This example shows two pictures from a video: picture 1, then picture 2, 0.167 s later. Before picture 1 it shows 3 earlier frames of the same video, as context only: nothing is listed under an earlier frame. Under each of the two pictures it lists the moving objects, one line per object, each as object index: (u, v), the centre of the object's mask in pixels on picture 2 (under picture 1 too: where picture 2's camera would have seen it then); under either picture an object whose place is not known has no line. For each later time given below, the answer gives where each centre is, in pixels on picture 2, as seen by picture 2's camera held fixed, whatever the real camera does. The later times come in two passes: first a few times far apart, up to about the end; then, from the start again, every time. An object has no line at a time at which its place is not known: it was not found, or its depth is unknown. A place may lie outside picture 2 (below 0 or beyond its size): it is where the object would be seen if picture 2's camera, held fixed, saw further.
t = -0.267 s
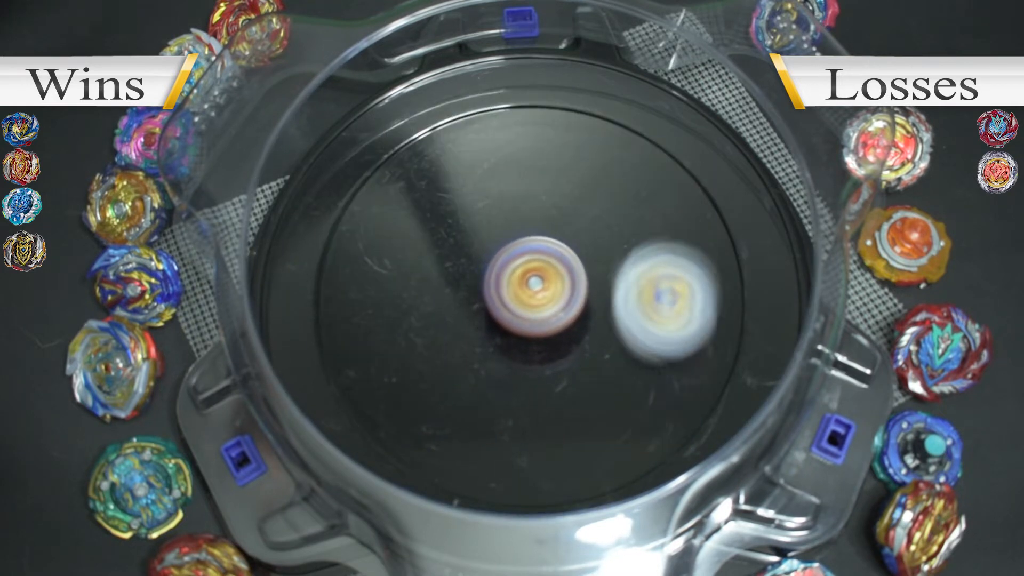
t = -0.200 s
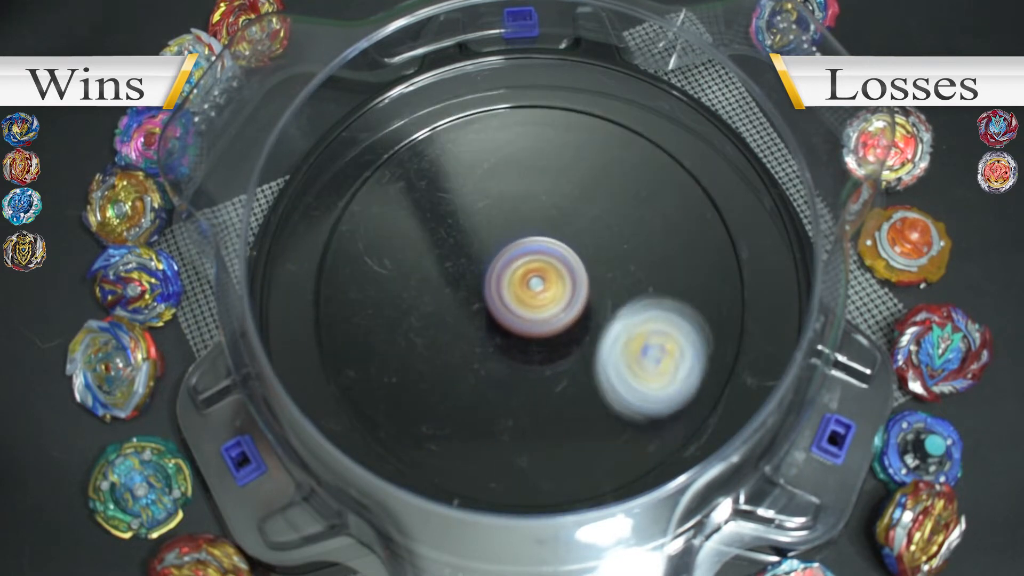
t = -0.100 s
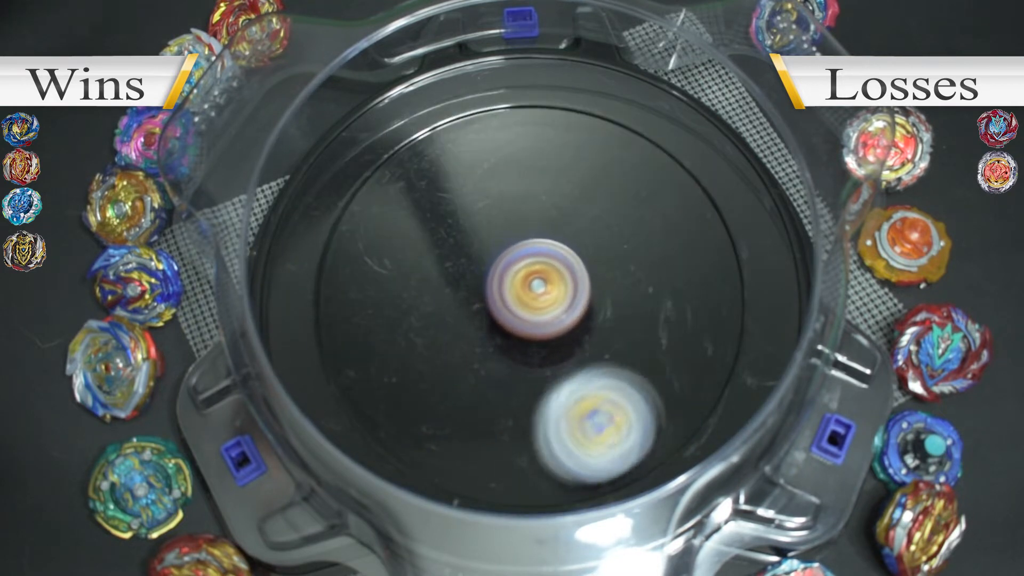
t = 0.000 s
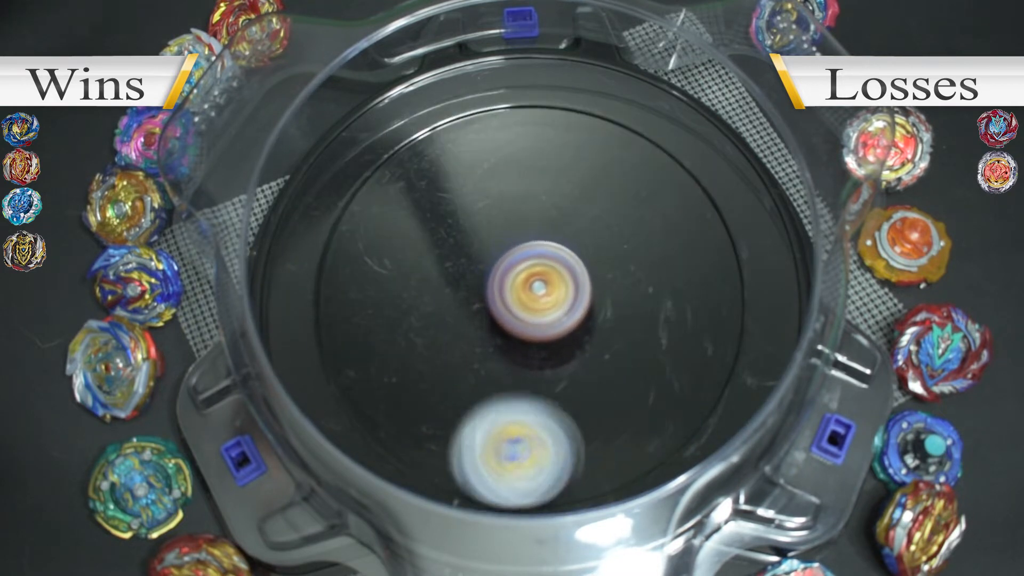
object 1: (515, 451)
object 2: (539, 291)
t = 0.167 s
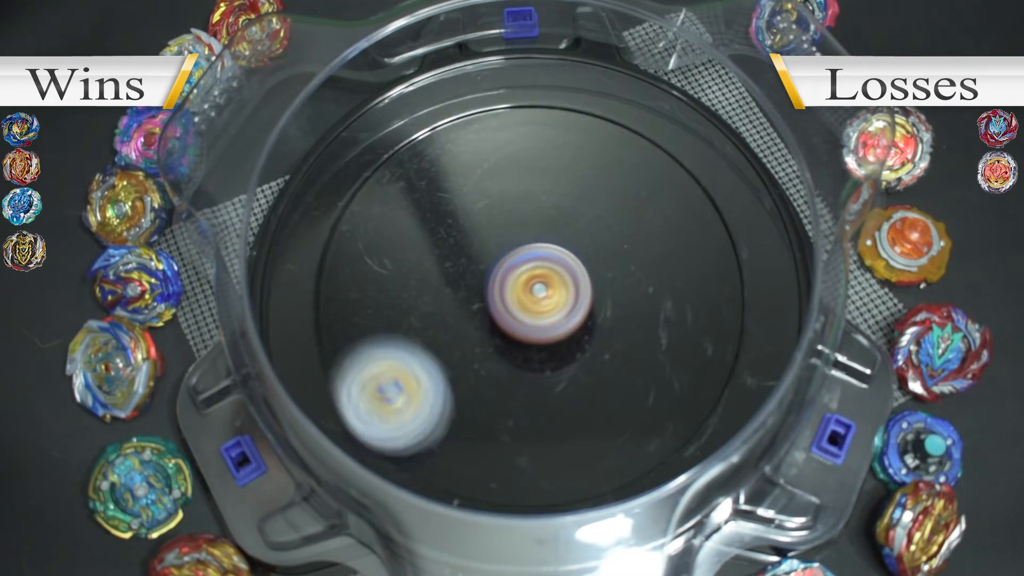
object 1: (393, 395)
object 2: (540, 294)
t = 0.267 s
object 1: (372, 319)
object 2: (540, 295)
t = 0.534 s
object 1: (521, 175)
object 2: (537, 298)
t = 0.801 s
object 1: (694, 249)
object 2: (533, 298)
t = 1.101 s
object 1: (569, 419)
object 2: (529, 297)
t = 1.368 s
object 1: (399, 299)
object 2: (528, 296)
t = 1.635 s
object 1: (471, 151)
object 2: (529, 293)
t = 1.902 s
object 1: (642, 231)
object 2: (534, 290)
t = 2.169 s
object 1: (582, 415)
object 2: (538, 291)
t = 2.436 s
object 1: (404, 385)
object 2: (538, 293)
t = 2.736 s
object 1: (475, 204)
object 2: (537, 297)
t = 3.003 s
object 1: (654, 216)
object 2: (534, 298)
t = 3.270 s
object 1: (649, 375)
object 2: (531, 297)
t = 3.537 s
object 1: (445, 369)
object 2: (535, 287)
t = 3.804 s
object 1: (375, 232)
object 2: (549, 271)
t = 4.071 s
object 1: (538, 182)
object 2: (545, 284)
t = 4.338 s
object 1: (689, 190)
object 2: (543, 391)
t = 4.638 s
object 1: (649, 348)
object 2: (502, 370)
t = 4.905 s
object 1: (517, 313)
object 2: (407, 329)
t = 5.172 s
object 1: (586, 189)
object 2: (357, 297)
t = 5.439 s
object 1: (615, 278)
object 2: (472, 256)
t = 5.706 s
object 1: (496, 364)
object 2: (553, 192)
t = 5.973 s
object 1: (450, 268)
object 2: (571, 211)
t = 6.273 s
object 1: (552, 309)
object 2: (660, 267)
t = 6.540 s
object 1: (492, 343)
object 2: (646, 315)
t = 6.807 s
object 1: (503, 251)
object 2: (573, 376)
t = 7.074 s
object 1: (584, 236)
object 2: (488, 379)
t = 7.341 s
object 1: (598, 306)
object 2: (358, 313)
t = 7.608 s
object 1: (681, 310)
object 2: (402, 307)
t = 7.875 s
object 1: (688, 291)
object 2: (562, 285)
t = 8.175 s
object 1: (656, 257)
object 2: (541, 268)
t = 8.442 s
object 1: (602, 302)
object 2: (446, 260)
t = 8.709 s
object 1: (528, 361)
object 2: (465, 268)
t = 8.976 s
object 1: (506, 394)
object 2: (506, 284)
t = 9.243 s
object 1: (516, 371)
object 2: (550, 277)
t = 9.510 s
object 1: (489, 341)
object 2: (572, 263)
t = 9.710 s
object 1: (471, 316)
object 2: (558, 273)
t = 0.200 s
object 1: (380, 371)
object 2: (540, 294)
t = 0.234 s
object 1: (374, 345)
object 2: (540, 295)
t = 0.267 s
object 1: (372, 319)
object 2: (540, 295)
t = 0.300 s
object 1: (377, 292)
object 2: (539, 296)
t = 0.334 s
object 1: (387, 266)
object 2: (539, 296)
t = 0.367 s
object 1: (402, 242)
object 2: (539, 296)
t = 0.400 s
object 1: (421, 222)
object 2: (539, 297)
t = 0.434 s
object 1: (444, 205)
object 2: (538, 297)
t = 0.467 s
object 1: (469, 191)
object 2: (538, 298)
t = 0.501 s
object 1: (493, 181)
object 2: (537, 298)
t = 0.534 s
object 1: (521, 175)
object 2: (537, 298)
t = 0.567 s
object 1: (548, 171)
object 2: (536, 298)
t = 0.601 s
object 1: (575, 173)
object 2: (536, 298)
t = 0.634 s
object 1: (600, 177)
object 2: (536, 298)
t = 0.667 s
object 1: (625, 185)
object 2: (535, 298)
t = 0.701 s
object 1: (646, 197)
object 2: (535, 298)
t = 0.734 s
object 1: (665, 211)
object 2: (535, 298)
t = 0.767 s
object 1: (681, 229)
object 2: (534, 298)
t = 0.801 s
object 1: (694, 249)
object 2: (533, 298)
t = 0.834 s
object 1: (702, 271)
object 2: (533, 298)
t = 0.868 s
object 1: (706, 295)
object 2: (532, 298)
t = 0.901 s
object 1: (703, 321)
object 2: (532, 297)
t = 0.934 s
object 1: (694, 346)
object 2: (531, 298)
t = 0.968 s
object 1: (678, 370)
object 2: (531, 297)
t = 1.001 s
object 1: (657, 391)
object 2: (531, 297)
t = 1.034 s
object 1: (630, 406)
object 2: (530, 297)
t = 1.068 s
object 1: (600, 416)
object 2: (530, 297)
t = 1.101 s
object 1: (569, 419)
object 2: (529, 297)
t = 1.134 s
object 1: (538, 417)
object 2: (529, 297)
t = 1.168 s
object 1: (509, 411)
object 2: (529, 296)
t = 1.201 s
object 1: (481, 399)
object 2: (529, 296)
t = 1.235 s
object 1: (457, 384)
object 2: (529, 296)
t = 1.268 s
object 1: (437, 365)
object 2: (529, 296)
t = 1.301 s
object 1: (421, 345)
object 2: (528, 296)
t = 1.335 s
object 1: (408, 323)
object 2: (528, 296)
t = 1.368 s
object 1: (399, 299)
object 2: (528, 296)
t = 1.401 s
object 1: (395, 275)
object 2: (528, 295)
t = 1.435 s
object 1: (396, 252)
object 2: (528, 295)
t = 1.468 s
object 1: (399, 231)
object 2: (528, 295)
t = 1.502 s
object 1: (407, 210)
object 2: (528, 294)
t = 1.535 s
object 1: (418, 192)
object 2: (528, 294)
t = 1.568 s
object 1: (432, 176)
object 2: (528, 294)
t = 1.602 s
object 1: (449, 162)
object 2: (529, 293)
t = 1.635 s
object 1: (471, 151)
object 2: (529, 293)
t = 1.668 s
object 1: (497, 144)
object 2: (529, 293)
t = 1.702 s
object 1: (522, 143)
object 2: (530, 292)
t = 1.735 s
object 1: (546, 147)
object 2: (530, 292)
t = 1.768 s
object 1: (571, 155)
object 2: (531, 291)
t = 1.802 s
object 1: (594, 167)
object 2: (531, 291)
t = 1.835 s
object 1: (615, 185)
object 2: (532, 291)
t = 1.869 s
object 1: (630, 207)
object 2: (533, 290)
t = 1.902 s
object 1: (642, 231)
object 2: (534, 290)
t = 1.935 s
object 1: (650, 255)
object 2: (534, 290)
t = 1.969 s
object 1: (653, 283)
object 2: (535, 290)
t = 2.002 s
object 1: (651, 309)
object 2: (536, 290)
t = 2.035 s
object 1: (644, 334)
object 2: (536, 290)
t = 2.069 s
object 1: (634, 357)
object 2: (537, 290)
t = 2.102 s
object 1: (621, 380)
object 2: (537, 290)
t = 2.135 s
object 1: (603, 399)
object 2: (538, 291)
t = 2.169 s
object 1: (582, 415)
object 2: (538, 291)
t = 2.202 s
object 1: (560, 425)
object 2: (538, 291)
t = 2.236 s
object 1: (536, 433)
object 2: (539, 292)
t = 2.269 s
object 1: (510, 437)
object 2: (538, 292)
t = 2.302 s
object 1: (484, 435)
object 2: (538, 293)
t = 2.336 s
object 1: (461, 429)
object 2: (538, 293)
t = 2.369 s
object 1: (438, 419)
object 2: (538, 293)
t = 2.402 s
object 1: (418, 403)
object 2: (538, 293)
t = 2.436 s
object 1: (404, 385)
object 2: (538, 293)
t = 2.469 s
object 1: (393, 363)
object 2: (538, 294)
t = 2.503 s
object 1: (388, 339)
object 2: (538, 294)
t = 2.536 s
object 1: (388, 316)
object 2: (538, 295)
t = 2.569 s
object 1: (393, 291)
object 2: (538, 295)
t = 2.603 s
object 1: (404, 268)
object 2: (538, 296)
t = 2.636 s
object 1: (416, 249)
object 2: (538, 296)
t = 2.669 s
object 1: (434, 231)
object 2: (537, 296)
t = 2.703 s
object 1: (455, 216)
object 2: (537, 297)
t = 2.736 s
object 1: (475, 204)
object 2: (537, 297)
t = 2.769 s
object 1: (500, 194)
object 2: (536, 297)
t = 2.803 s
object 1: (524, 189)
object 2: (536, 298)
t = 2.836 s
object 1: (546, 185)
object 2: (536, 298)
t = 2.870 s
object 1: (571, 185)
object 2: (535, 298)
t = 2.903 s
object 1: (594, 189)
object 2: (535, 298)
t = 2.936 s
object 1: (615, 194)
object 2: (535, 298)
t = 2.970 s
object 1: (636, 204)
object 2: (535, 298)
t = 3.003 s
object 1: (654, 216)
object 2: (534, 298)
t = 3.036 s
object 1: (669, 230)
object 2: (534, 298)
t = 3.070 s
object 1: (682, 248)
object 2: (534, 298)
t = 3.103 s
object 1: (689, 269)
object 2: (533, 298)
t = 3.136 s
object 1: (692, 290)
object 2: (533, 298)
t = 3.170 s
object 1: (690, 314)
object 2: (532, 298)
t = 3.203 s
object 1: (681, 336)
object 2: (532, 298)
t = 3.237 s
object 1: (668, 356)
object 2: (531, 297)
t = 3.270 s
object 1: (649, 375)
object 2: (531, 297)
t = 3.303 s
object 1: (624, 389)
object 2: (530, 297)
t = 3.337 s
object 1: (599, 397)
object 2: (530, 297)
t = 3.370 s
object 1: (572, 402)
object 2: (530, 296)
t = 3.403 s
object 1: (544, 402)
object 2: (529, 296)
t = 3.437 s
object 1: (518, 397)
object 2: (529, 295)
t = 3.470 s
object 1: (493, 389)
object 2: (529, 294)
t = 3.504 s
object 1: (470, 378)
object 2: (531, 293)
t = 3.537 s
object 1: (445, 369)
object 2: (535, 287)
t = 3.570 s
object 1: (424, 357)
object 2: (539, 281)
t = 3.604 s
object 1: (405, 343)
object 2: (544, 277)
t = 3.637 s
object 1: (391, 326)
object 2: (546, 274)
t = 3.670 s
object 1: (380, 309)
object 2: (548, 272)
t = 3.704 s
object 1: (373, 290)
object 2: (549, 271)
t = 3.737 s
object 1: (369, 272)
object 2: (549, 271)
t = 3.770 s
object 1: (369, 250)
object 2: (549, 271)
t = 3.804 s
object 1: (375, 232)
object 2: (549, 271)
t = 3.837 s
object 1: (384, 214)
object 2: (549, 272)
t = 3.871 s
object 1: (399, 200)
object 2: (548, 273)
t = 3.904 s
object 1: (416, 187)
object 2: (548, 274)
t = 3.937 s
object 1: (440, 179)
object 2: (547, 275)
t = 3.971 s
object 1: (461, 175)
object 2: (546, 277)
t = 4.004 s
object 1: (490, 175)
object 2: (546, 278)
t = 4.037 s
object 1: (513, 179)
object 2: (545, 279)
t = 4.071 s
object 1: (538, 182)
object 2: (545, 284)
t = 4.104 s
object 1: (559, 176)
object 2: (542, 304)
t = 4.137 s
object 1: (579, 164)
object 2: (541, 327)
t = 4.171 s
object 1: (596, 160)
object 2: (540, 346)
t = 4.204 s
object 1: (615, 159)
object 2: (539, 360)
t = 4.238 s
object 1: (635, 162)
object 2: (538, 372)
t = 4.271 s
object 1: (654, 166)
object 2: (539, 381)
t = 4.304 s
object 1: (673, 177)
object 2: (541, 387)
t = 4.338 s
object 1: (689, 190)
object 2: (543, 391)
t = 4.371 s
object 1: (701, 211)
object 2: (545, 393)
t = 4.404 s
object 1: (705, 231)
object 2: (547, 392)
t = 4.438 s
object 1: (705, 255)
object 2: (548, 390)
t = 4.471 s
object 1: (697, 276)
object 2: (548, 387)
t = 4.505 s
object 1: (686, 299)
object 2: (549, 384)
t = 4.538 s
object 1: (669, 318)
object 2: (549, 379)
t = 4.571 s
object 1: (655, 332)
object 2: (545, 374)
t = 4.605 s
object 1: (652, 339)
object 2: (527, 373)
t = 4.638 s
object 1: (649, 348)
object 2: (502, 370)
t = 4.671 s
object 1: (637, 356)
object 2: (486, 365)
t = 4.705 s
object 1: (621, 364)
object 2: (468, 358)
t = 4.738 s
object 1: (601, 366)
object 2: (455, 354)
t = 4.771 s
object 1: (581, 364)
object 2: (440, 348)
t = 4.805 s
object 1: (562, 355)
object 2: (429, 344)
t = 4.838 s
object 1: (543, 344)
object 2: (420, 339)
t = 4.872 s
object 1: (530, 329)
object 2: (412, 335)
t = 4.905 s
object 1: (517, 313)
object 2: (407, 329)
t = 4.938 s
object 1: (514, 295)
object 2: (396, 326)
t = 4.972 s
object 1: (520, 273)
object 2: (380, 322)
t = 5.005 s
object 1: (525, 256)
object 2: (368, 320)
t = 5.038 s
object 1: (535, 240)
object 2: (360, 316)
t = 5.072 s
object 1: (545, 223)
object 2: (355, 312)
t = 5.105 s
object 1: (557, 210)
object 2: (353, 307)
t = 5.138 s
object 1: (571, 198)
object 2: (353, 302)
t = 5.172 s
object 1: (586, 189)
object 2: (357, 297)
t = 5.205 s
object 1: (604, 186)
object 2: (364, 292)
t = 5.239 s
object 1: (621, 186)
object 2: (373, 286)
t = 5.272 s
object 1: (635, 194)
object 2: (387, 282)
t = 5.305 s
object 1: (645, 209)
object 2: (401, 277)
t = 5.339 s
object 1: (647, 226)
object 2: (419, 272)
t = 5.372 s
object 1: (642, 246)
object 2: (434, 267)
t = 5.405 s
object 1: (631, 262)
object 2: (455, 260)
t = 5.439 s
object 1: (615, 278)
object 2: (472, 256)
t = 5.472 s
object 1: (598, 290)
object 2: (492, 249)
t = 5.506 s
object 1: (583, 300)
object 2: (509, 240)
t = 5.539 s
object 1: (571, 315)
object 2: (518, 228)
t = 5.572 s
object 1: (562, 328)
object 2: (528, 219)
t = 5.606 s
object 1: (549, 341)
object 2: (534, 211)
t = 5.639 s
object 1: (533, 353)
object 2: (540, 203)
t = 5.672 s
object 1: (515, 360)
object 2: (547, 198)
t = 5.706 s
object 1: (496, 364)
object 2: (553, 192)
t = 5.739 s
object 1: (477, 363)
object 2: (558, 188)
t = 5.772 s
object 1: (459, 358)
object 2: (562, 186)
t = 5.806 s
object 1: (444, 346)
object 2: (566, 187)
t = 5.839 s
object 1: (433, 331)
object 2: (569, 189)
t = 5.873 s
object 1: (429, 316)
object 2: (570, 193)
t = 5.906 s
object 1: (432, 297)
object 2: (571, 198)
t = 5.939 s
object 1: (439, 280)
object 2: (571, 204)
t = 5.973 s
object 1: (450, 268)
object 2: (571, 211)
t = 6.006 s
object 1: (468, 258)
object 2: (572, 220)
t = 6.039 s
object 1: (480, 252)
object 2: (580, 226)
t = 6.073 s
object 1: (489, 252)
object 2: (597, 230)
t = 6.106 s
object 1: (503, 254)
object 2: (612, 237)
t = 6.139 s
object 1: (520, 260)
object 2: (624, 243)
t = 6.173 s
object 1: (533, 269)
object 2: (636, 249)
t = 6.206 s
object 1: (541, 280)
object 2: (646, 255)
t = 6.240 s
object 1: (549, 294)
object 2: (654, 261)
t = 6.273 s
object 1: (552, 309)
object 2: (660, 267)
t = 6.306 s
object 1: (552, 322)
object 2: (665, 273)
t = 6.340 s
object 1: (547, 336)
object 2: (669, 279)
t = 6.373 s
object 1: (540, 346)
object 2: (670, 286)
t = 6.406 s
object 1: (530, 353)
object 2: (668, 293)
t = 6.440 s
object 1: (518, 357)
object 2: (665, 298)
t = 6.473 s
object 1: (508, 356)
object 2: (660, 303)
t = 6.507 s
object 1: (499, 351)
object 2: (654, 309)
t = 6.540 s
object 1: (492, 343)
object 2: (646, 315)
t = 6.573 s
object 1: (489, 335)
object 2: (636, 321)
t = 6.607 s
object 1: (487, 326)
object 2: (626, 326)
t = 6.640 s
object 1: (488, 317)
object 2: (615, 331)
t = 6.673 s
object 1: (493, 306)
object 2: (604, 337)
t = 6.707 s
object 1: (499, 295)
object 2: (592, 345)
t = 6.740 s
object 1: (499, 280)
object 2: (586, 357)
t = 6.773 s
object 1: (499, 264)
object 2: (581, 368)
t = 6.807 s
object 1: (503, 251)
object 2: (573, 376)
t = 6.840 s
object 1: (508, 239)
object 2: (563, 381)
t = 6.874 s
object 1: (517, 229)
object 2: (553, 385)
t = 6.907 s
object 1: (528, 219)
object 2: (543, 388)
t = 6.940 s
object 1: (540, 215)
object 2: (532, 389)
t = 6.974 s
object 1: (554, 213)
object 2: (519, 388)
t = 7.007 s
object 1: (566, 216)
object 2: (508, 386)
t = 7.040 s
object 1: (577, 224)
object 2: (498, 383)
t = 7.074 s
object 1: (584, 236)
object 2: (488, 379)
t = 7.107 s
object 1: (589, 250)
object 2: (479, 373)
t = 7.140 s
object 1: (587, 265)
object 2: (471, 366)
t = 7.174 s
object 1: (583, 280)
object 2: (465, 359)
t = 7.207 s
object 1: (573, 293)
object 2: (458, 349)
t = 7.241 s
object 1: (562, 304)
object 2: (454, 340)
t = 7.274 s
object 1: (557, 309)
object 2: (440, 331)
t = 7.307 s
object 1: (579, 308)
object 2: (400, 323)
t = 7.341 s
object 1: (598, 306)
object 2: (358, 313)
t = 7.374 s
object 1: (614, 305)
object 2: (325, 304)
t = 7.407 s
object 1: (627, 305)
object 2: (305, 300)
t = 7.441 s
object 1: (639, 305)
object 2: (284, 297)
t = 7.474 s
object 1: (651, 304)
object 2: (292, 296)
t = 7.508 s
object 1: (662, 304)
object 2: (313, 299)
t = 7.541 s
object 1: (671, 304)
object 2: (338, 301)
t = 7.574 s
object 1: (679, 307)
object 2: (369, 304)
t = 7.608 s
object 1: (681, 310)
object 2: (402, 307)
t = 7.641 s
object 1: (679, 313)
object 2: (438, 308)
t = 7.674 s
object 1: (674, 314)
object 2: (475, 308)
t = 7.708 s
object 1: (667, 316)
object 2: (513, 307)
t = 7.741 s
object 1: (657, 314)
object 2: (547, 301)
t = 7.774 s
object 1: (667, 309)
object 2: (564, 295)
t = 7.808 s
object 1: (673, 301)
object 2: (567, 293)
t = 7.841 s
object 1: (682, 295)
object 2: (565, 287)
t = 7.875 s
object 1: (688, 291)
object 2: (562, 285)
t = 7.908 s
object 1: (691, 286)
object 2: (559, 282)
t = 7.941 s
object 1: (692, 279)
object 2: (556, 281)
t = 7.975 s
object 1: (691, 274)
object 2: (555, 280)
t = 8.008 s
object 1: (686, 267)
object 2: (554, 279)
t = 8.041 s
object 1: (680, 260)
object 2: (553, 277)
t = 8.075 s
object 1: (671, 258)
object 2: (552, 276)
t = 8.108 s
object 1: (661, 256)
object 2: (553, 274)
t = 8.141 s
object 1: (653, 256)
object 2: (552, 272)
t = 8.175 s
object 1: (656, 257)
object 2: (541, 268)
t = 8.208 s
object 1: (659, 259)
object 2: (521, 263)
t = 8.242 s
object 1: (660, 265)
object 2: (505, 260)
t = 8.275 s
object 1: (656, 270)
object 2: (485, 254)
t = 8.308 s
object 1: (645, 276)
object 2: (475, 255)
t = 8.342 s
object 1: (636, 283)
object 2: (463, 255)
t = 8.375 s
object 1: (624, 291)
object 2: (457, 255)
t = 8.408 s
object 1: (611, 295)
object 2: (451, 260)
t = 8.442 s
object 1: (602, 302)
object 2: (446, 260)
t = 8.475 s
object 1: (592, 309)
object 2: (448, 260)
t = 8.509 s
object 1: (579, 313)
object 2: (448, 262)
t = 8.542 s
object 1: (567, 321)
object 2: (453, 264)
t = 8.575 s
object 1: (556, 329)
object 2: (458, 271)
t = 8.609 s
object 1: (543, 333)
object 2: (460, 275)
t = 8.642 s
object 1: (534, 341)
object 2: (461, 277)
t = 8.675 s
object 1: (530, 353)
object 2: (463, 274)
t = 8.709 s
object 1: (528, 361)
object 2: (465, 268)
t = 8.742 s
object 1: (523, 370)
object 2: (468, 266)
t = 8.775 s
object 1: (517, 374)
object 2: (473, 263)
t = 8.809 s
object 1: (516, 382)
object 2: (484, 267)
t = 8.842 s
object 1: (512, 384)
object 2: (490, 271)
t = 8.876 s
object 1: (512, 387)
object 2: (494, 272)
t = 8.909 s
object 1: (506, 390)
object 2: (499, 276)
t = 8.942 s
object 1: (508, 394)
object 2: (502, 280)
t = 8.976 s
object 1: (506, 394)
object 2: (506, 284)
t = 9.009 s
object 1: (508, 391)
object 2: (512, 286)
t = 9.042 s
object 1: (506, 388)
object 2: (519, 289)
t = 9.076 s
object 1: (511, 387)
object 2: (524, 285)
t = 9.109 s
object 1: (513, 386)
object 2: (531, 280)
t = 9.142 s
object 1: (518, 384)
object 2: (537, 279)
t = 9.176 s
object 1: (517, 379)
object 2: (541, 278)
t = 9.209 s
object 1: (517, 377)
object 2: (546, 276)
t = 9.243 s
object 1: (516, 371)
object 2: (550, 277)
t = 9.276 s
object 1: (512, 370)
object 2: (553, 278)
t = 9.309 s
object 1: (511, 360)
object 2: (557, 278)
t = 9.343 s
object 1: (506, 360)
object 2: (560, 277)
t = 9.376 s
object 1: (504, 359)
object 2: (562, 271)
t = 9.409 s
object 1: (501, 355)
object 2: (567, 266)
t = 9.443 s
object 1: (499, 350)
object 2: (571, 264)
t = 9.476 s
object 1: (494, 342)
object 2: (572, 264)
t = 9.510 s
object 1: (489, 341)
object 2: (572, 263)
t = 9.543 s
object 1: (484, 334)
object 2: (576, 266)
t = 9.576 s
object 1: (478, 330)
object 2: (576, 271)
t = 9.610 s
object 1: (476, 328)
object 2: (573, 274)
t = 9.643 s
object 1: (475, 323)
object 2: (568, 276)
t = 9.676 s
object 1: (471, 320)
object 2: (562, 276)
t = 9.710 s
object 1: (471, 316)
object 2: (558, 273)
